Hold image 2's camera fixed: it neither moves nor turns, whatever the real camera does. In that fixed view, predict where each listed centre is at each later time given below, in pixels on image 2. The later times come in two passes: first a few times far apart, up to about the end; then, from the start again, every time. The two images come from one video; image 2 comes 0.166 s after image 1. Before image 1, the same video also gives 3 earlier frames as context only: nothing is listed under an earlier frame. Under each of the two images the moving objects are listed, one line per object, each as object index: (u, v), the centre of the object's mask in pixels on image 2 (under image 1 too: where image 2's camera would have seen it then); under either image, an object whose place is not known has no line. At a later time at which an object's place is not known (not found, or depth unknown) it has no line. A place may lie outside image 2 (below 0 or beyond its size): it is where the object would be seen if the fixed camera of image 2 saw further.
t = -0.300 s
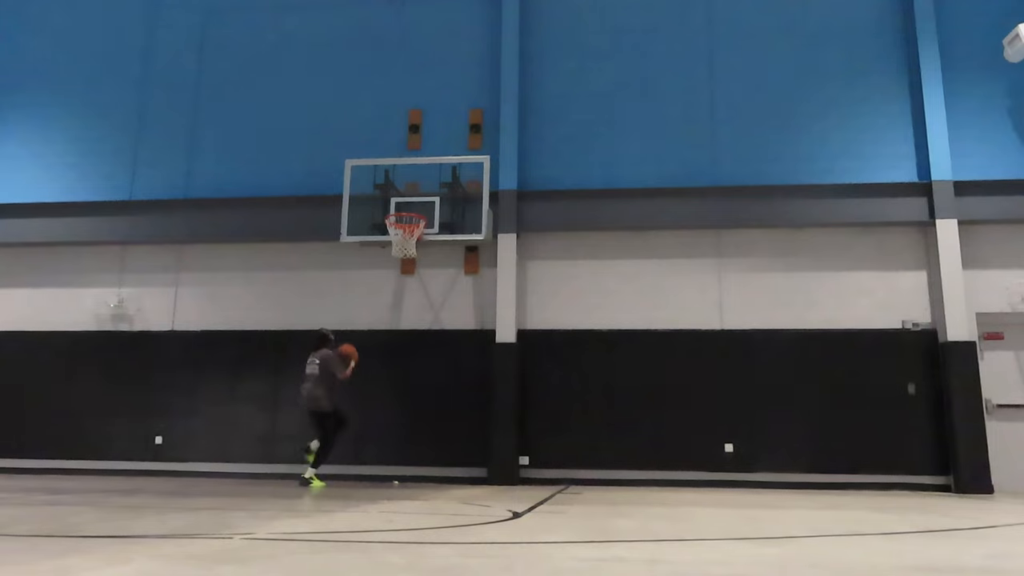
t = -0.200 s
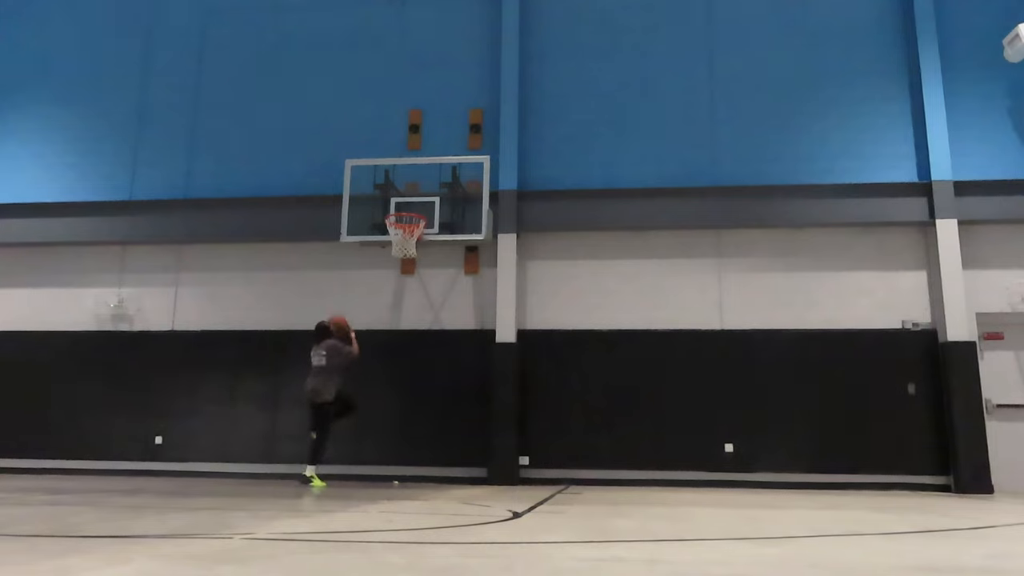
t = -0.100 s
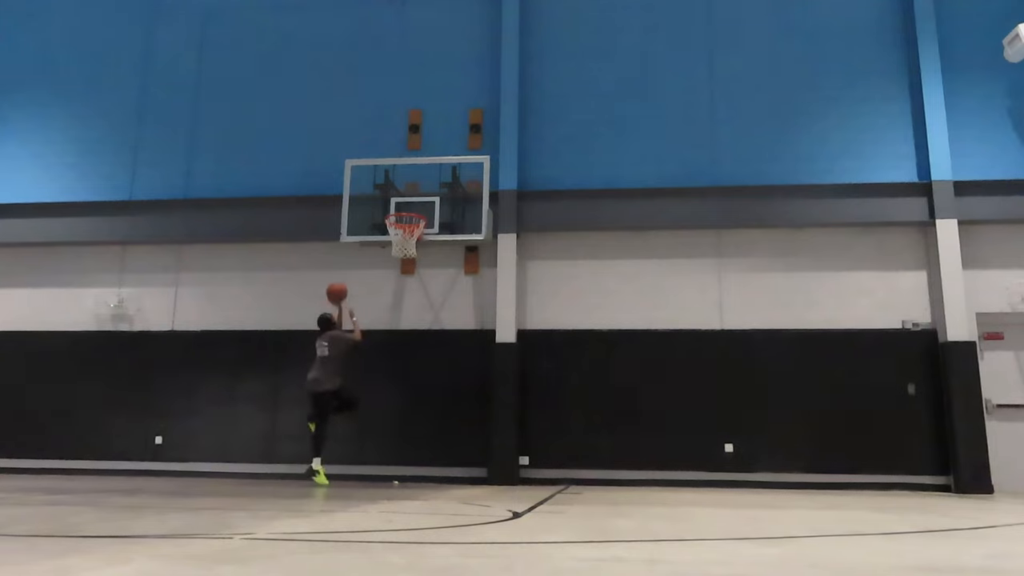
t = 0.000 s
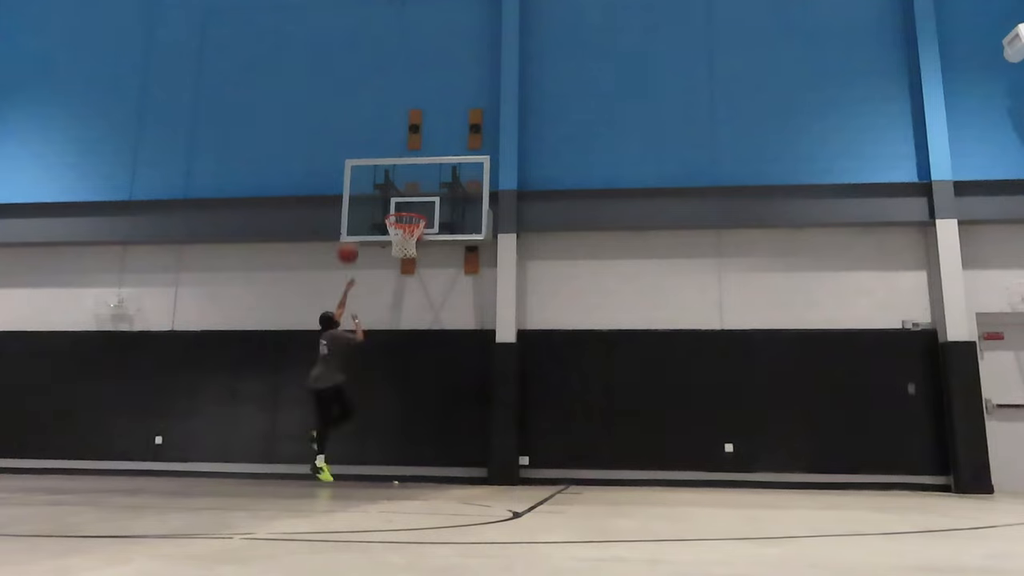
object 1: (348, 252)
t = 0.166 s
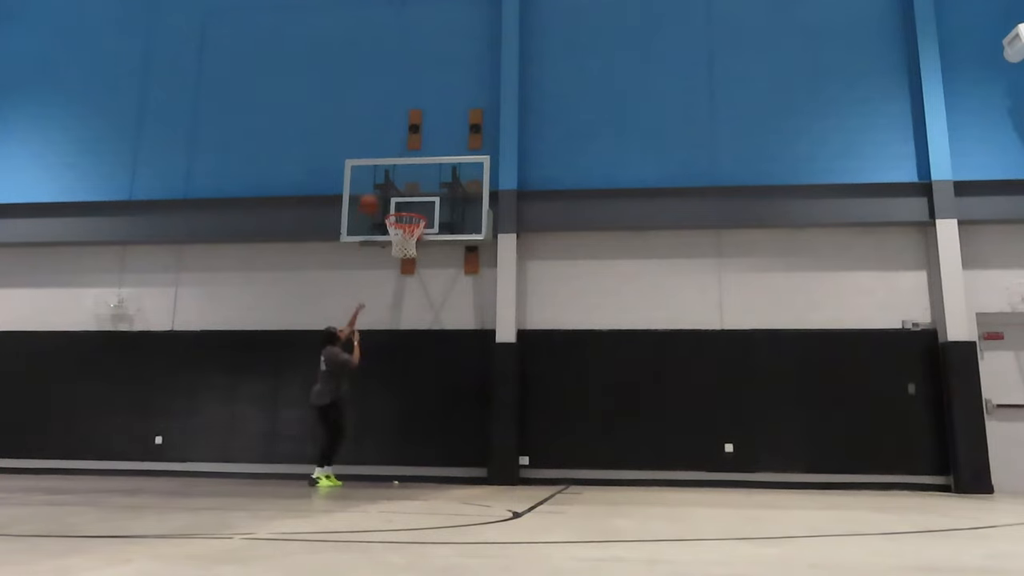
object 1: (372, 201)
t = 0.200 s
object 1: (377, 195)
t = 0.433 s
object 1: (392, 178)
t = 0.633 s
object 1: (399, 195)
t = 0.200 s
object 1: (377, 195)
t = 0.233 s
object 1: (380, 189)
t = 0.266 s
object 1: (383, 185)
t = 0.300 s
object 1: (386, 180)
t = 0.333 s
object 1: (389, 178)
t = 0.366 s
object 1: (390, 177)
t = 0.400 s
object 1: (391, 177)
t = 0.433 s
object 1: (392, 178)
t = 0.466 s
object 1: (393, 178)
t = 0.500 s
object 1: (394, 180)
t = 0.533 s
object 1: (395, 182)
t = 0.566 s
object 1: (397, 186)
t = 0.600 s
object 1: (398, 191)
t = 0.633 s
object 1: (399, 195)
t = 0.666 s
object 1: (399, 202)
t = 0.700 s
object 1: (400, 207)
